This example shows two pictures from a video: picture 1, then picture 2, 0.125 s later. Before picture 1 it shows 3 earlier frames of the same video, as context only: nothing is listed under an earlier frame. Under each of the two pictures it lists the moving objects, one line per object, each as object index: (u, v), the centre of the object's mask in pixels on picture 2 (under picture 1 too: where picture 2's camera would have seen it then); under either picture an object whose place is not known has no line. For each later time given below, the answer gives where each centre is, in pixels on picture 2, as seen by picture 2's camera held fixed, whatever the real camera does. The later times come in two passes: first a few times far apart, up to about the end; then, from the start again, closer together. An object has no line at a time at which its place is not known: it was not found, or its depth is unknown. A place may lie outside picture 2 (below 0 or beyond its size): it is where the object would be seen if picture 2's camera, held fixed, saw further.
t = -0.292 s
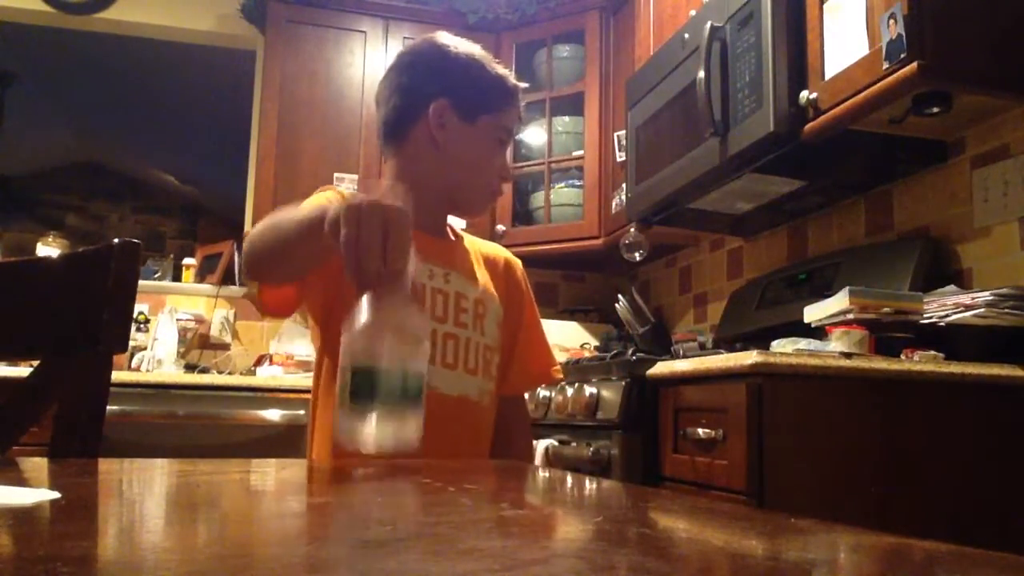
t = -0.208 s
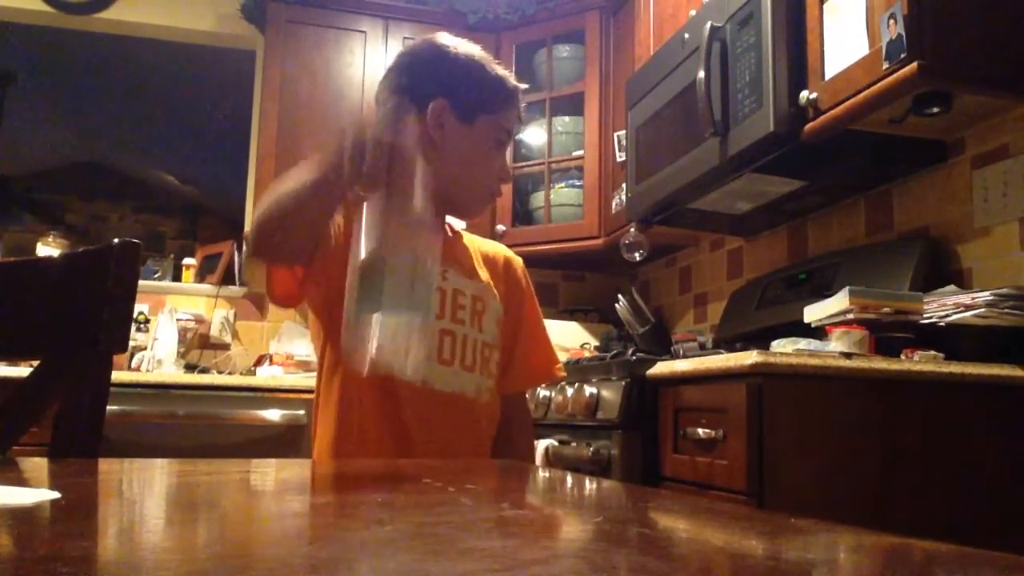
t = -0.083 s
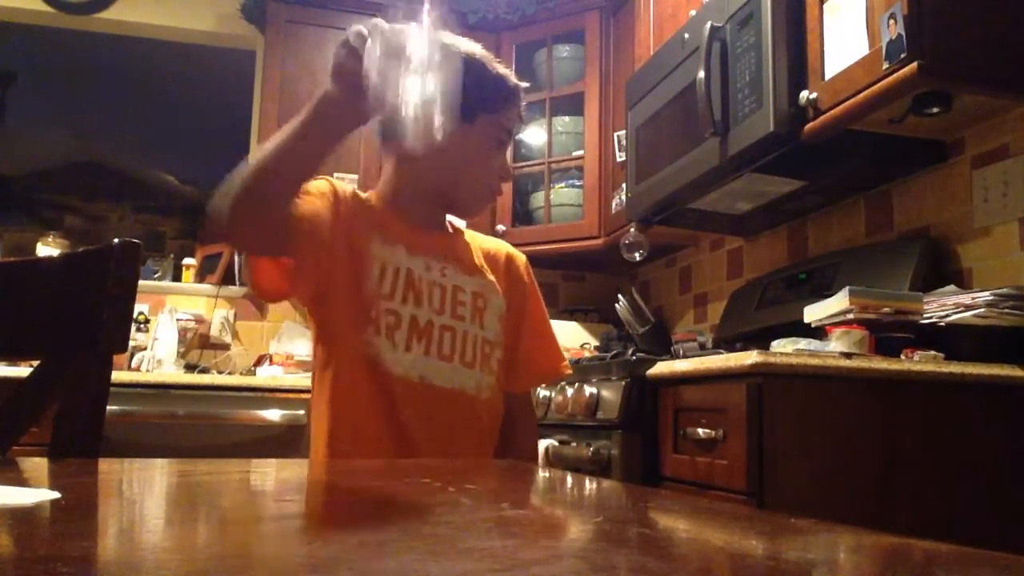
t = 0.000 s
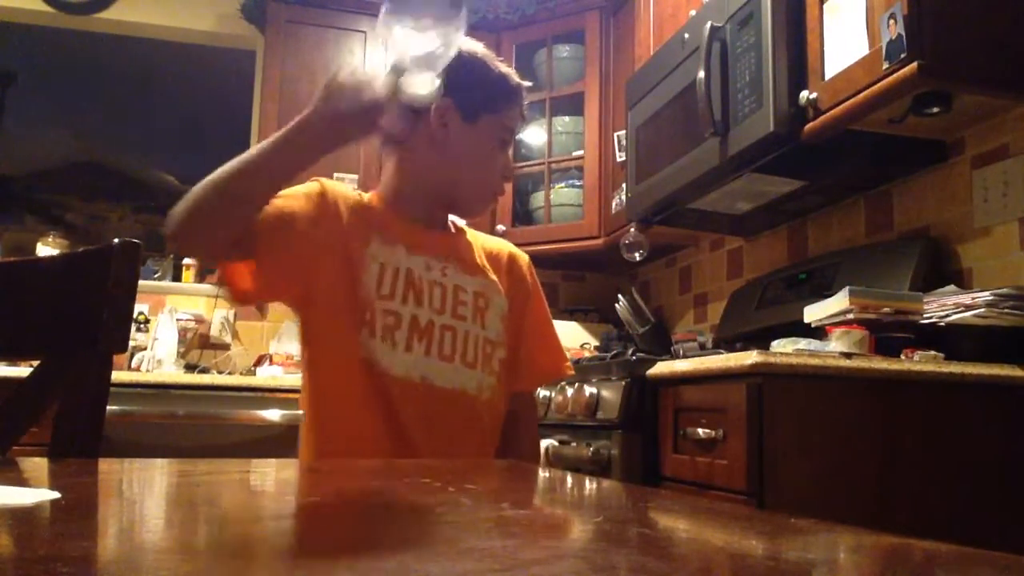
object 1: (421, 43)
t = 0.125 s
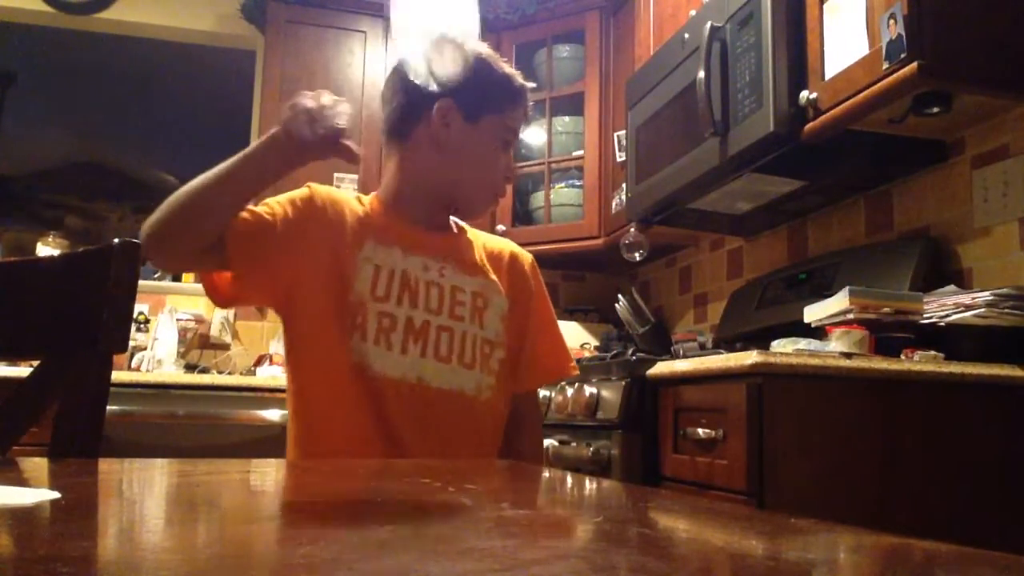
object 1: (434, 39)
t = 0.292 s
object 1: (428, 387)
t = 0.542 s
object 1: (439, 421)
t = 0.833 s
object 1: (448, 421)
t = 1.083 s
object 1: (442, 421)
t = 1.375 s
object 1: (433, 421)
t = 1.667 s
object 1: (424, 421)
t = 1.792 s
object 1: (412, 421)
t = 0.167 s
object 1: (433, 74)
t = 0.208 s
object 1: (436, 156)
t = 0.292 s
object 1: (428, 387)
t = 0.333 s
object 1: (430, 404)
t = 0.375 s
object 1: (433, 388)
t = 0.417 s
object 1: (434, 404)
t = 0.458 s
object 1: (434, 415)
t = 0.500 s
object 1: (432, 421)
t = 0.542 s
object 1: (439, 421)
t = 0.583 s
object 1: (444, 422)
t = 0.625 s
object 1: (444, 422)
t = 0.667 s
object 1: (442, 422)
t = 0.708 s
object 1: (443, 422)
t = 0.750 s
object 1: (446, 421)
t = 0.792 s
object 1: (449, 421)
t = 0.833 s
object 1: (448, 421)
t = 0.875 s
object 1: (447, 421)
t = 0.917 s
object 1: (446, 421)
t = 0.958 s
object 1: (446, 421)
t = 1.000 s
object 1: (446, 421)
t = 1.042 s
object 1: (445, 421)
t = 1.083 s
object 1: (442, 421)
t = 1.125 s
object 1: (440, 422)
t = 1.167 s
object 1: (439, 421)
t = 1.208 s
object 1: (438, 421)
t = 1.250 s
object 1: (437, 421)
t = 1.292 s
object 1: (435, 421)
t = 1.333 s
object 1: (434, 421)
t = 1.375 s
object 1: (433, 421)
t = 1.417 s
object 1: (433, 421)
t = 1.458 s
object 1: (432, 421)
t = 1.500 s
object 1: (430, 421)
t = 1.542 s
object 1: (429, 421)
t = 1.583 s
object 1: (428, 421)
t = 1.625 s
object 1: (427, 421)
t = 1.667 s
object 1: (424, 421)
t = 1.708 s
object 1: (421, 421)
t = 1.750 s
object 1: (417, 421)
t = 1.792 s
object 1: (412, 421)
